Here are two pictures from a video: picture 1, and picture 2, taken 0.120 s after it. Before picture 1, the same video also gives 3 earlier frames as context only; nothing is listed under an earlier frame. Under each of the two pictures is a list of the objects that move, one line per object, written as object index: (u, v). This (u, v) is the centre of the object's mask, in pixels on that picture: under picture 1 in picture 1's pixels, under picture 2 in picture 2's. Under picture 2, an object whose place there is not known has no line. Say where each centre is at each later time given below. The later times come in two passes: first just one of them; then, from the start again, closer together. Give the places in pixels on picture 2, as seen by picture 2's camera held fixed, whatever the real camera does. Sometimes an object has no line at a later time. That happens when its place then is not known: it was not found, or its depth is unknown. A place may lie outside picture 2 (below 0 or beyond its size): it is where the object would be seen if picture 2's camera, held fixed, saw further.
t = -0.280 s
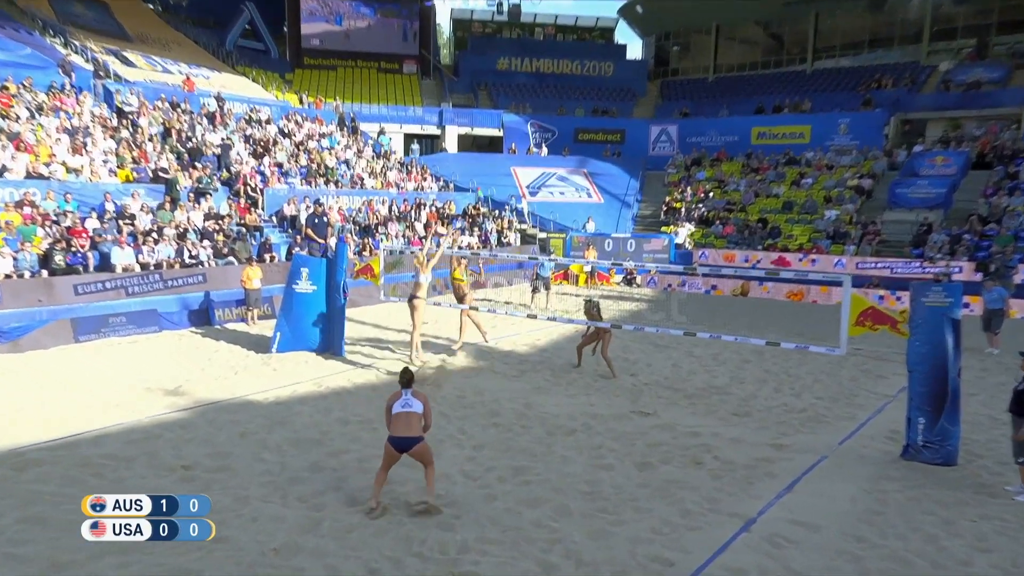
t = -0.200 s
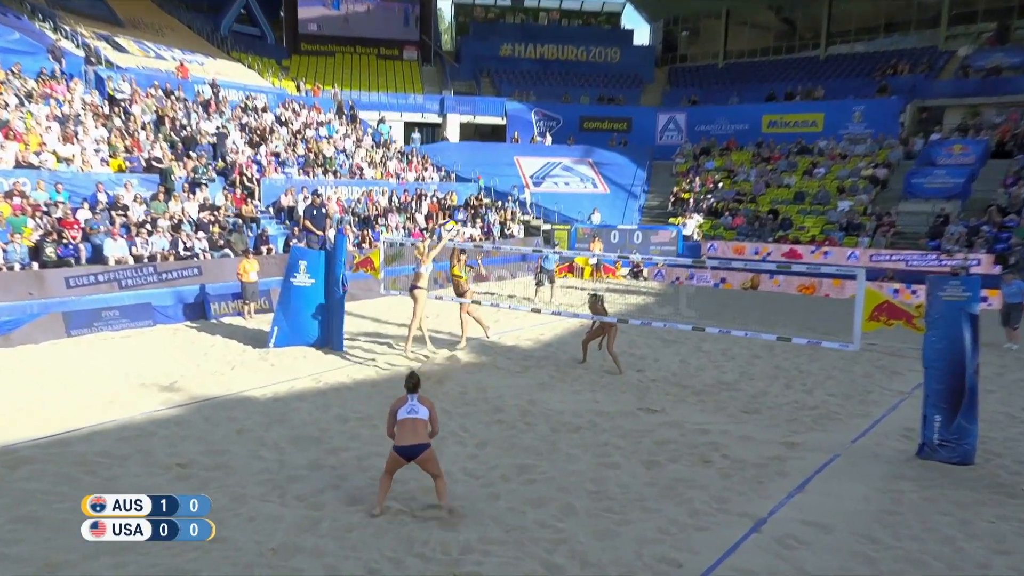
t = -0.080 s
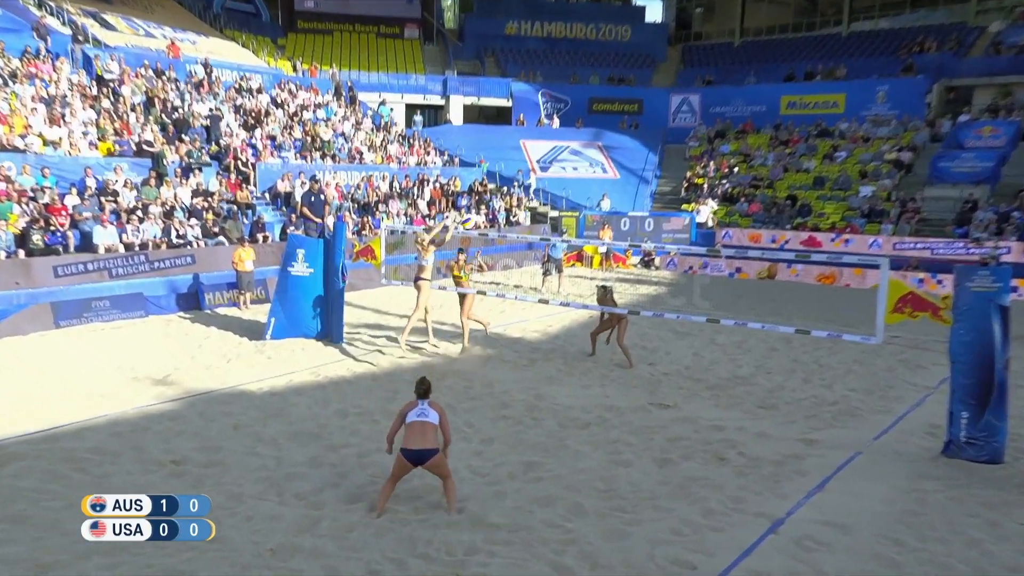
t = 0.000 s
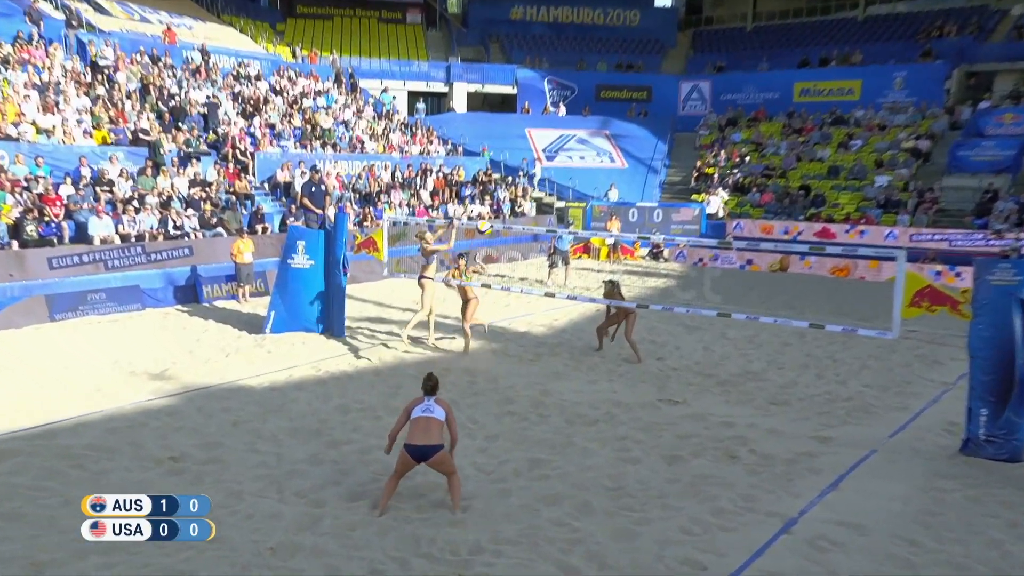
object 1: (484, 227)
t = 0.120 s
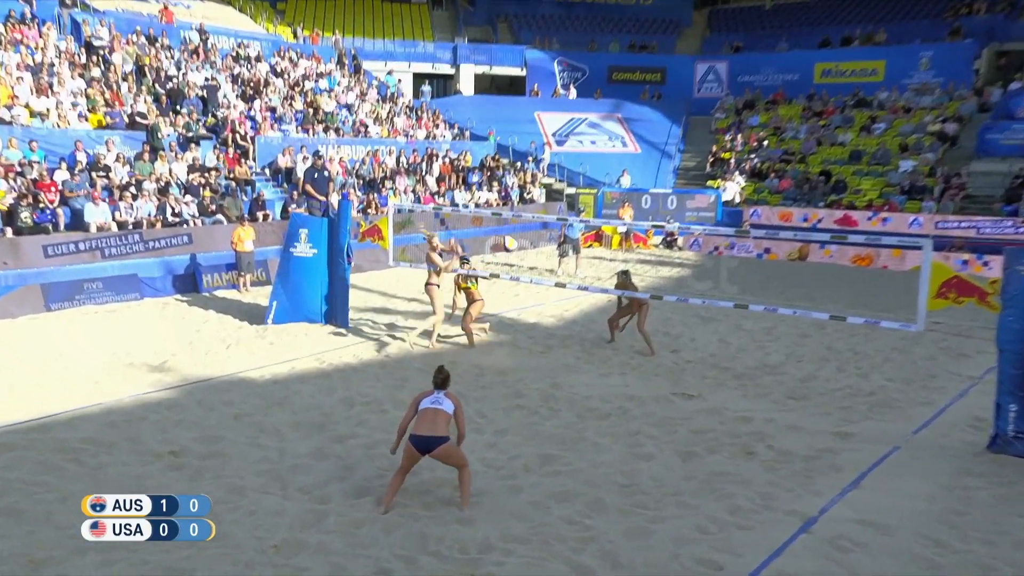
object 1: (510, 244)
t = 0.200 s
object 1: (522, 272)
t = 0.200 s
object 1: (522, 272)
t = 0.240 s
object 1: (528, 287)
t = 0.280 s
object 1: (534, 304)
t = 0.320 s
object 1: (540, 321)
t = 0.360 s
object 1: (546, 343)
